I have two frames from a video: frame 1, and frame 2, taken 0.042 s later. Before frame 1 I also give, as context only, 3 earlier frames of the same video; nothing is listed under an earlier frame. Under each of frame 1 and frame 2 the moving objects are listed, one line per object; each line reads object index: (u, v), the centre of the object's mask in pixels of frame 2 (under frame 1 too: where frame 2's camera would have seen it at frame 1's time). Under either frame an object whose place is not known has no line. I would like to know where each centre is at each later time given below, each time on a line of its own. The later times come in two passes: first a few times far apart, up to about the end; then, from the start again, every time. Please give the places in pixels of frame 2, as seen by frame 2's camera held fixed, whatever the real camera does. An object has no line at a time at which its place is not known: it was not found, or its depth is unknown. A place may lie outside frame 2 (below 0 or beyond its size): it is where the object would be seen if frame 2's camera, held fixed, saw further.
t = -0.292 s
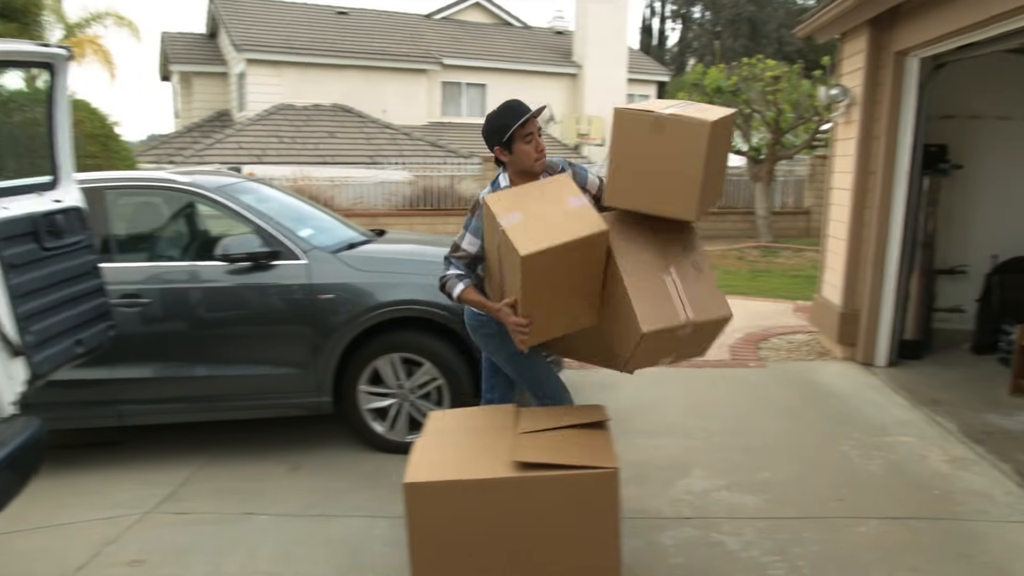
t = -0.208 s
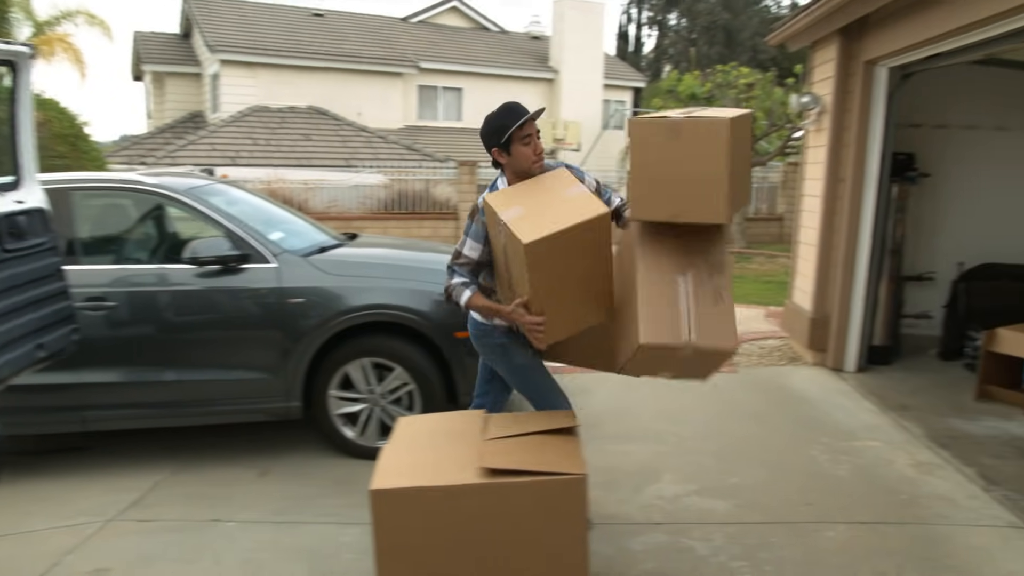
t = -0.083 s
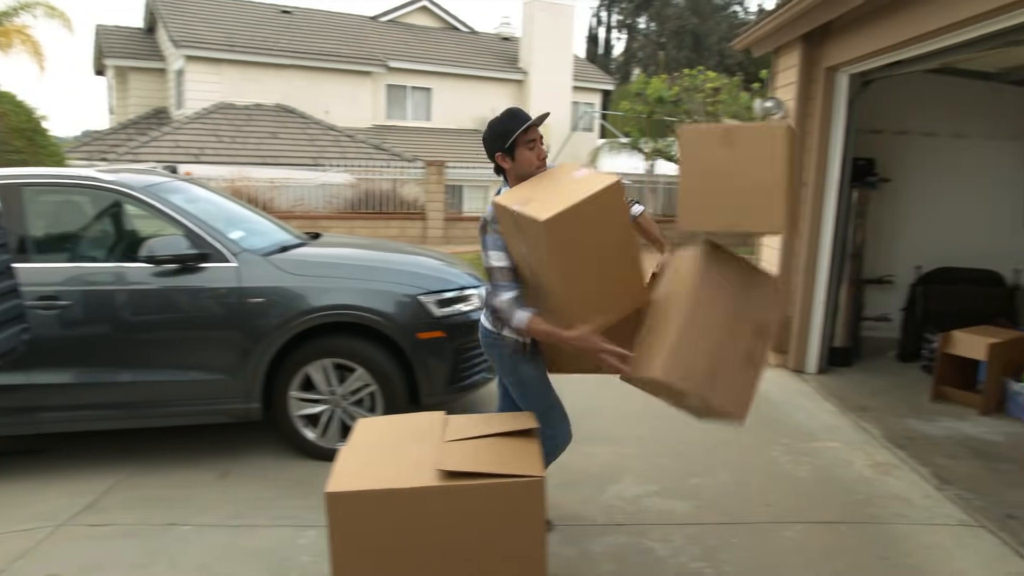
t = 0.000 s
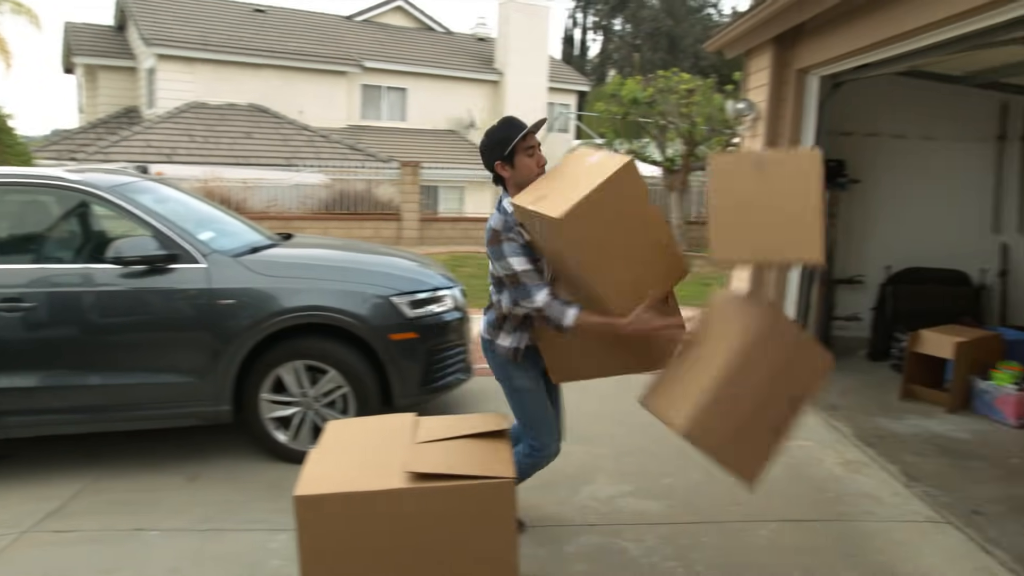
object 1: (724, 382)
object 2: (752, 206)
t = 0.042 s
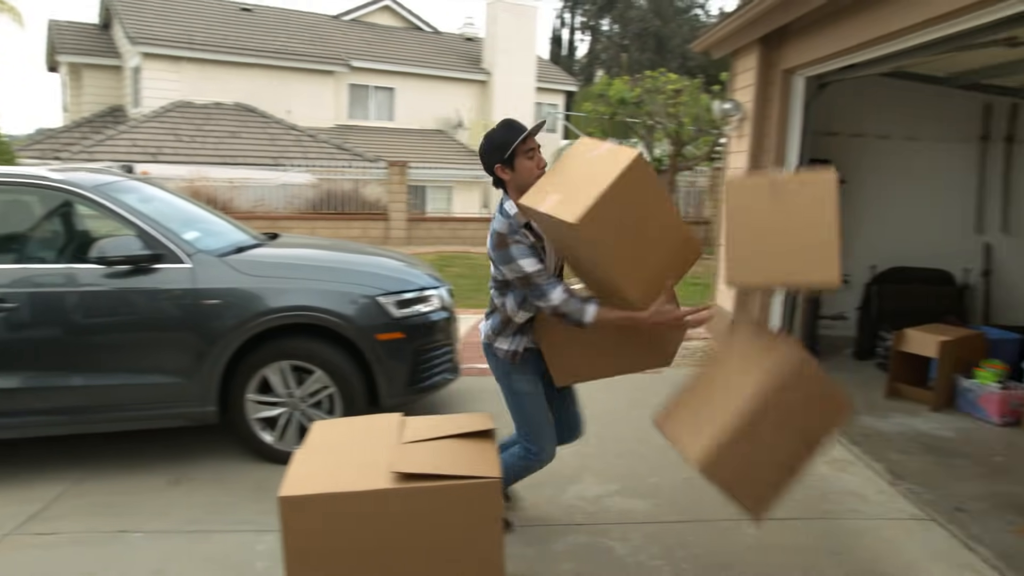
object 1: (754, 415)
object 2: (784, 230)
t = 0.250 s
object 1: (914, 550)
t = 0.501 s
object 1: (917, 594)
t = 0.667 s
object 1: (909, 616)
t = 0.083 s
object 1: (783, 454)
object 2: (813, 258)
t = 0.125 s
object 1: (812, 496)
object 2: (843, 293)
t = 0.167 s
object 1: (842, 530)
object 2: (873, 330)
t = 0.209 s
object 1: (877, 543)
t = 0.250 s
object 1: (914, 550)
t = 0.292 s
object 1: (930, 562)
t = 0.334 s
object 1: (928, 567)
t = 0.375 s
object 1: (926, 573)
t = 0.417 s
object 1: (922, 580)
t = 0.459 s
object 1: (918, 586)
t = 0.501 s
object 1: (917, 594)
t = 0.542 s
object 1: (915, 600)
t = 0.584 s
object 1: (915, 605)
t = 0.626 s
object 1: (913, 611)
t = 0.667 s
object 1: (909, 616)
